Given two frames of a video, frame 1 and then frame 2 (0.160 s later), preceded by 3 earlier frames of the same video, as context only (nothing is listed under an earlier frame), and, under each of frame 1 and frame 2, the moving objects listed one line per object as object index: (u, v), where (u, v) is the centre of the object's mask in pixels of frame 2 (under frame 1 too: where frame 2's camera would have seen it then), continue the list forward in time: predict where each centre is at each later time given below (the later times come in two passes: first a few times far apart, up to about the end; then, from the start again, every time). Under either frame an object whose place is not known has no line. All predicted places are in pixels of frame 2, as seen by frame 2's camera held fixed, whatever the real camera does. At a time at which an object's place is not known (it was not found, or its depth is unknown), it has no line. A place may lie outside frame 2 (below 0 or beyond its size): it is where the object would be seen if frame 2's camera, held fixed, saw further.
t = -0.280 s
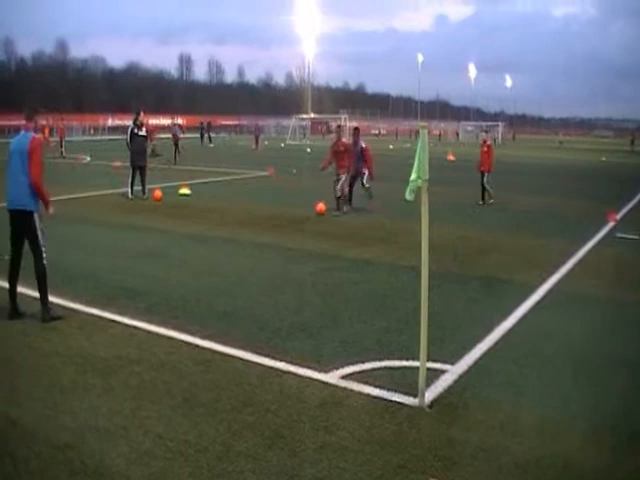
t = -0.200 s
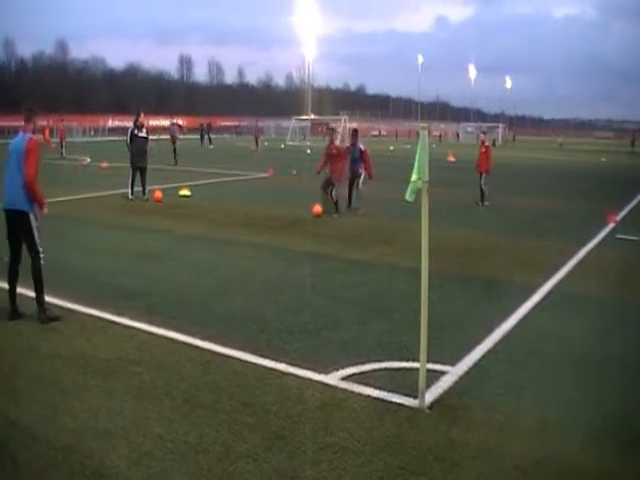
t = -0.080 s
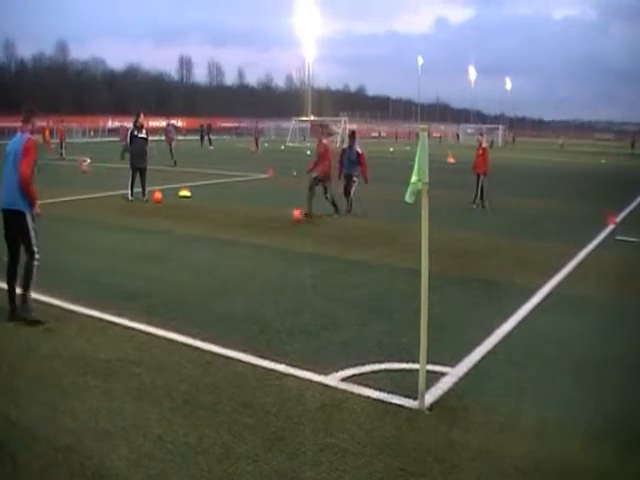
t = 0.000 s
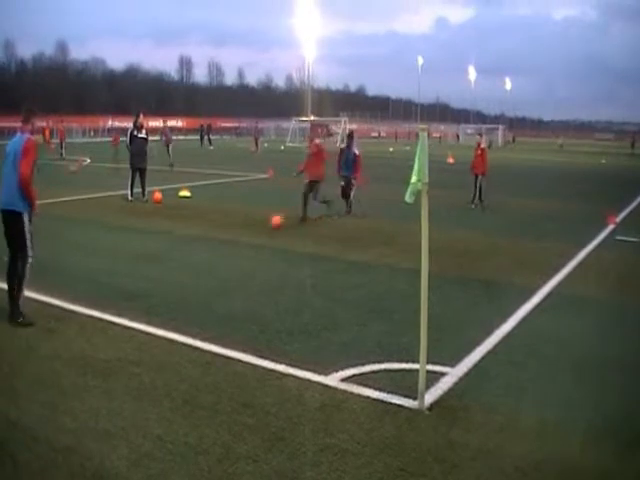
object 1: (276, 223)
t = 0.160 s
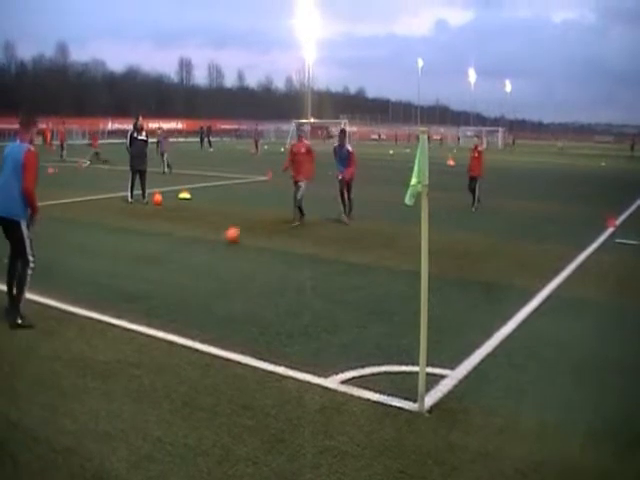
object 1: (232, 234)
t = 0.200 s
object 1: (220, 237)
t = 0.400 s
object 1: (151, 255)
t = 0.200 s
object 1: (220, 237)
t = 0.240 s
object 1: (206, 240)
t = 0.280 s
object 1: (194, 243)
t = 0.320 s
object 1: (178, 248)
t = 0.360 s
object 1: (165, 252)
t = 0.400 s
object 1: (151, 255)
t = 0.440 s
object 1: (137, 258)
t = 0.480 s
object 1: (120, 263)
